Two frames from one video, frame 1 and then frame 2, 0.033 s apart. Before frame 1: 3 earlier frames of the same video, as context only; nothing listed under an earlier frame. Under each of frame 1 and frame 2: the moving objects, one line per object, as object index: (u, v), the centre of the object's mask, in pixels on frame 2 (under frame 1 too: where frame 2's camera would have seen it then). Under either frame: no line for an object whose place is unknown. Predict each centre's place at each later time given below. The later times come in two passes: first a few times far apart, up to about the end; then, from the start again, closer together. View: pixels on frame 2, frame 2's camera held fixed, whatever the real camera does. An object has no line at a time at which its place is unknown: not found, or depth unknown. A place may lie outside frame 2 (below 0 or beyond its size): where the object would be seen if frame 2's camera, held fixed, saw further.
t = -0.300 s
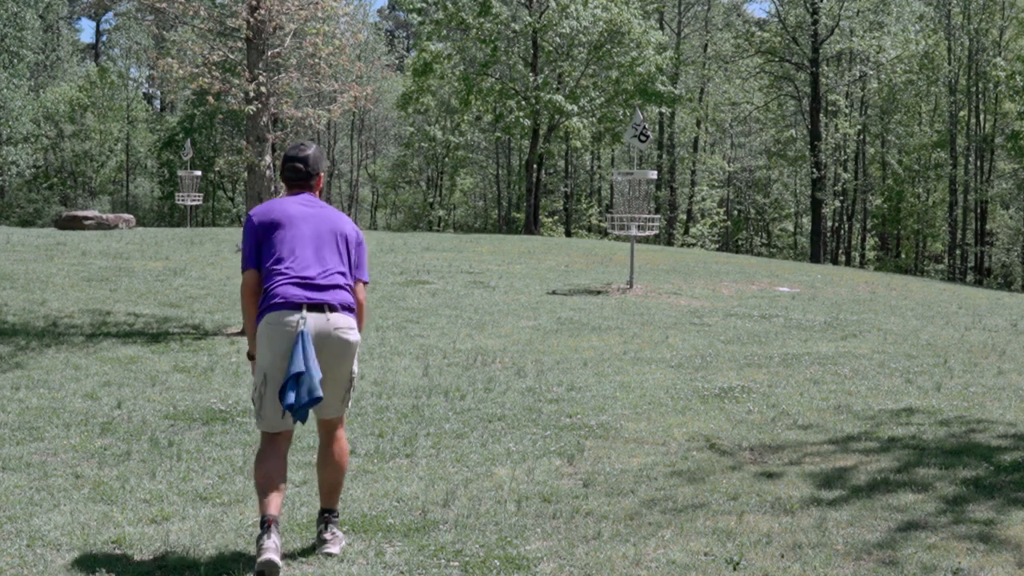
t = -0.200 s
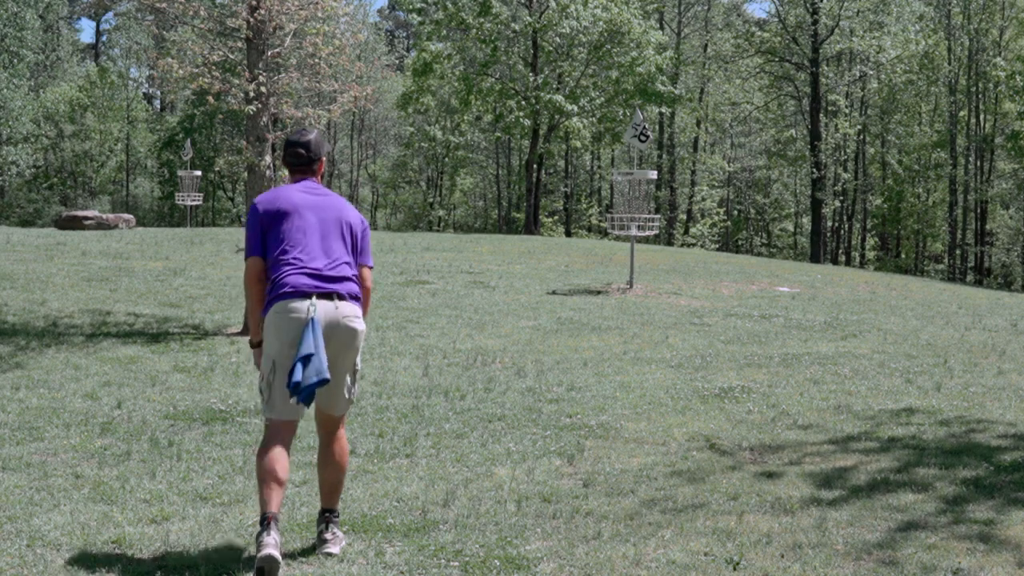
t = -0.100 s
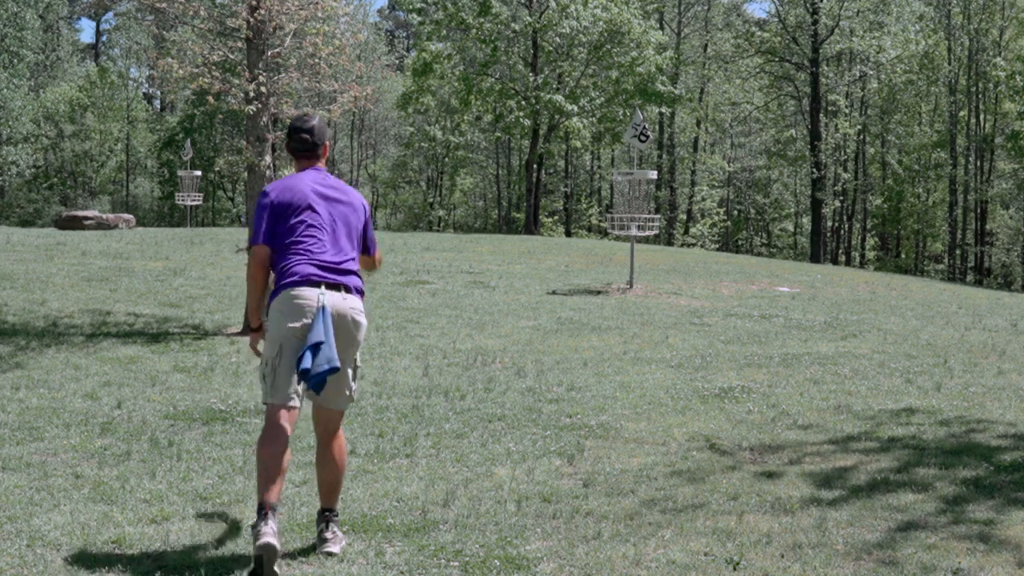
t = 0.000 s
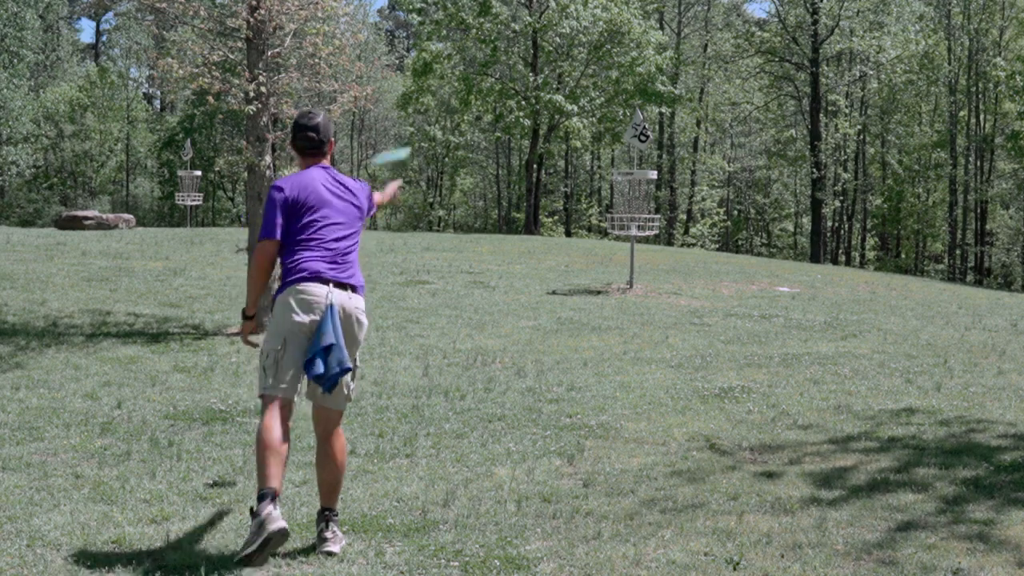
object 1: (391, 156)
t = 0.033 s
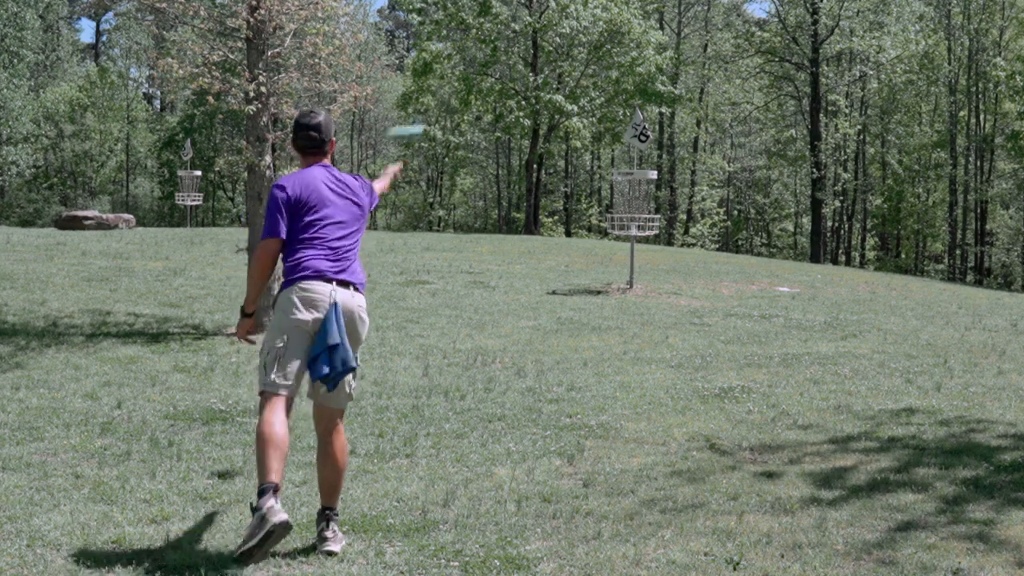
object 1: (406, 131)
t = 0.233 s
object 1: (476, 53)
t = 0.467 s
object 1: (530, 46)
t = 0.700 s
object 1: (565, 68)
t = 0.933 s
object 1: (587, 108)
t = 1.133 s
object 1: (597, 147)
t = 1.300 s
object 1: (599, 182)
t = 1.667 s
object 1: (583, 269)
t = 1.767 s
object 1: (577, 267)
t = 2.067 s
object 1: (560, 266)
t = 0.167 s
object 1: (456, 67)
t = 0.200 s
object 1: (467, 59)
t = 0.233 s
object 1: (476, 53)
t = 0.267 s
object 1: (485, 48)
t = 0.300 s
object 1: (494, 45)
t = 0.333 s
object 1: (503, 44)
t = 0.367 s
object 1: (510, 43)
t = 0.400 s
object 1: (517, 44)
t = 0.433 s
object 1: (524, 45)
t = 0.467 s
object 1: (530, 46)
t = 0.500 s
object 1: (536, 48)
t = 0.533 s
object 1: (541, 50)
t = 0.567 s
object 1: (548, 53)
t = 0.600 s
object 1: (552, 57)
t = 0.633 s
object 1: (556, 60)
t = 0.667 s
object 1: (561, 64)
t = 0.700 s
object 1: (565, 68)
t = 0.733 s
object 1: (569, 74)
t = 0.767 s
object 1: (572, 79)
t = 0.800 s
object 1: (576, 85)
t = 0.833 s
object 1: (578, 90)
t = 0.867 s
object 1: (582, 96)
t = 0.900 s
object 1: (585, 102)
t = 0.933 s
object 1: (587, 108)
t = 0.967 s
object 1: (588, 115)
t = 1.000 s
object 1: (592, 120)
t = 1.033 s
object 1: (595, 127)
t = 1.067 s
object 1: (595, 134)
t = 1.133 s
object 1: (597, 147)
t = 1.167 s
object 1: (597, 154)
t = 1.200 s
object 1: (598, 161)
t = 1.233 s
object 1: (599, 168)
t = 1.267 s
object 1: (599, 175)
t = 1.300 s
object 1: (599, 182)
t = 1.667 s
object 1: (583, 269)
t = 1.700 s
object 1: (580, 273)
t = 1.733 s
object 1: (579, 271)
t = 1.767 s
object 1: (577, 267)
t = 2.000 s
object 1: (565, 266)
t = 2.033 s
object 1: (563, 266)
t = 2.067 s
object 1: (560, 266)
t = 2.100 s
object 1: (557, 266)
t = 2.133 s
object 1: (556, 266)
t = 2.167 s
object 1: (554, 266)
